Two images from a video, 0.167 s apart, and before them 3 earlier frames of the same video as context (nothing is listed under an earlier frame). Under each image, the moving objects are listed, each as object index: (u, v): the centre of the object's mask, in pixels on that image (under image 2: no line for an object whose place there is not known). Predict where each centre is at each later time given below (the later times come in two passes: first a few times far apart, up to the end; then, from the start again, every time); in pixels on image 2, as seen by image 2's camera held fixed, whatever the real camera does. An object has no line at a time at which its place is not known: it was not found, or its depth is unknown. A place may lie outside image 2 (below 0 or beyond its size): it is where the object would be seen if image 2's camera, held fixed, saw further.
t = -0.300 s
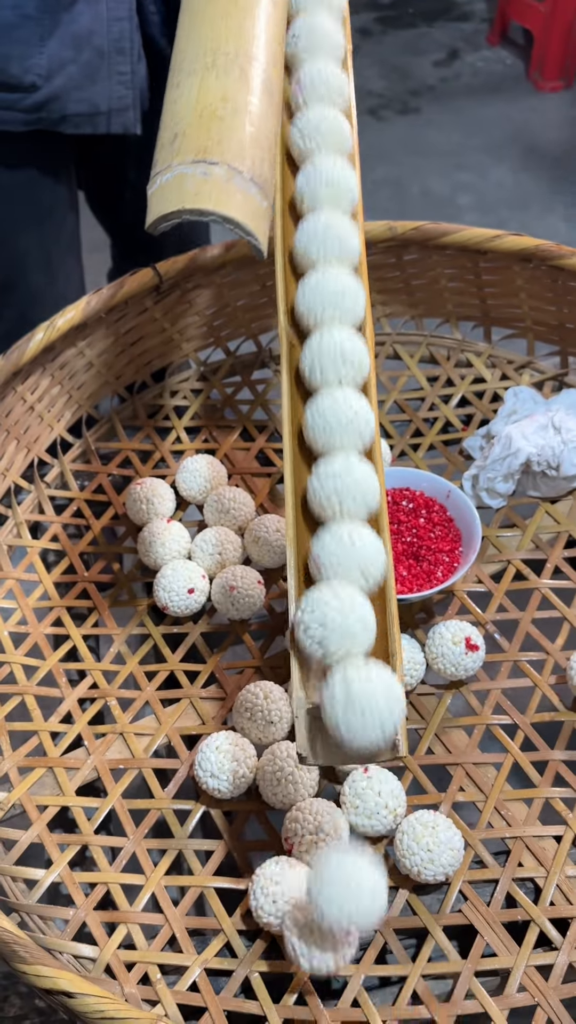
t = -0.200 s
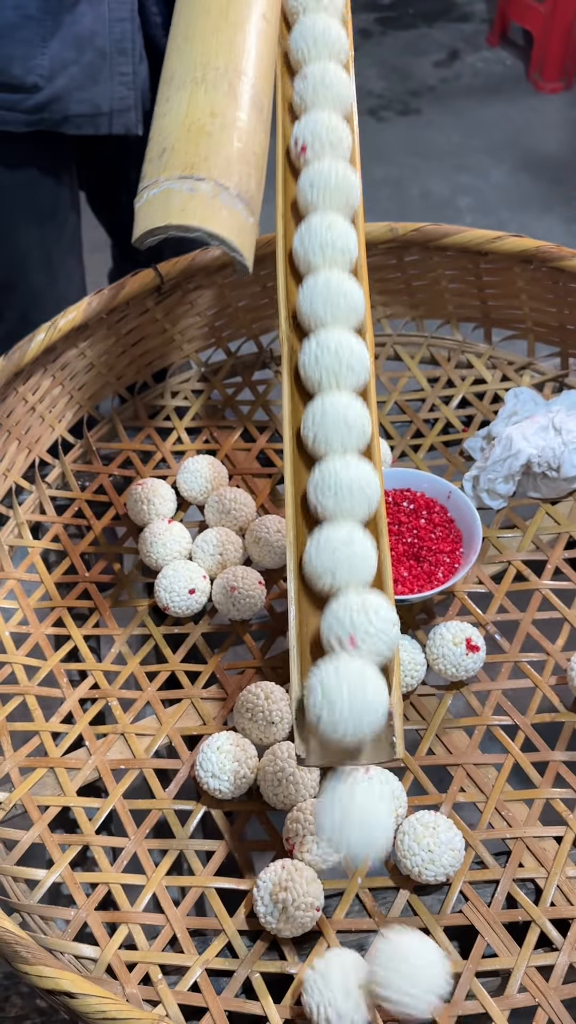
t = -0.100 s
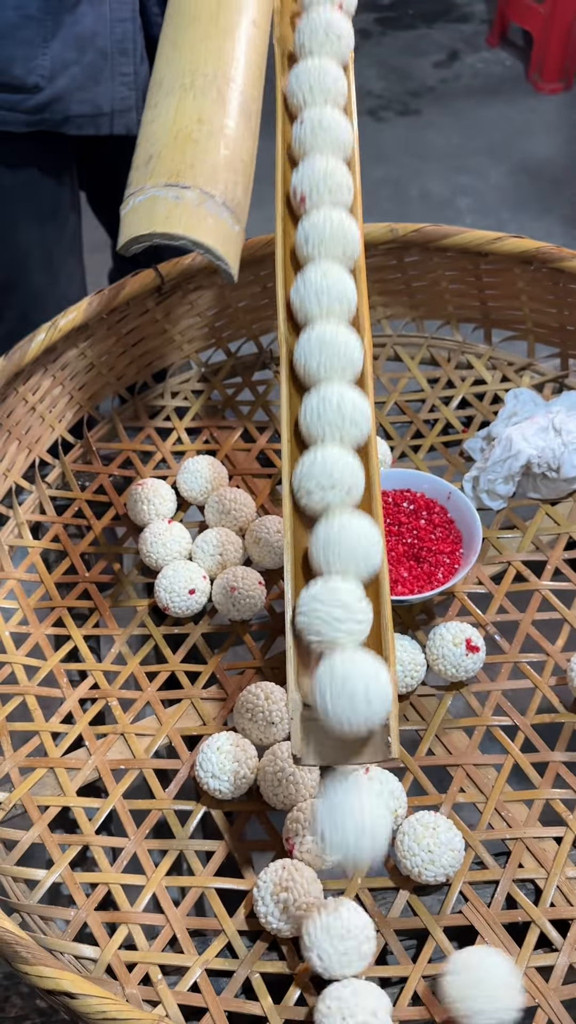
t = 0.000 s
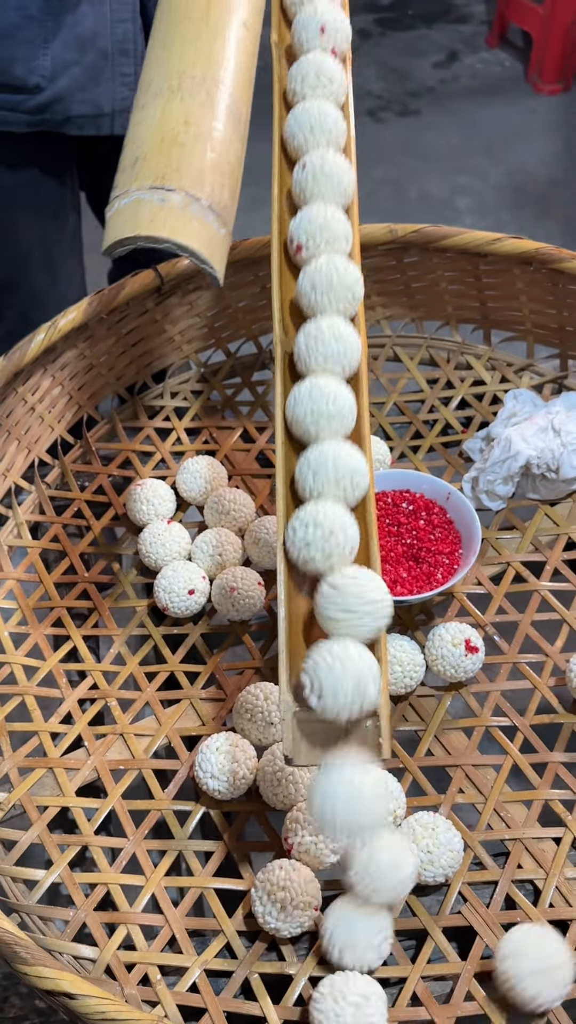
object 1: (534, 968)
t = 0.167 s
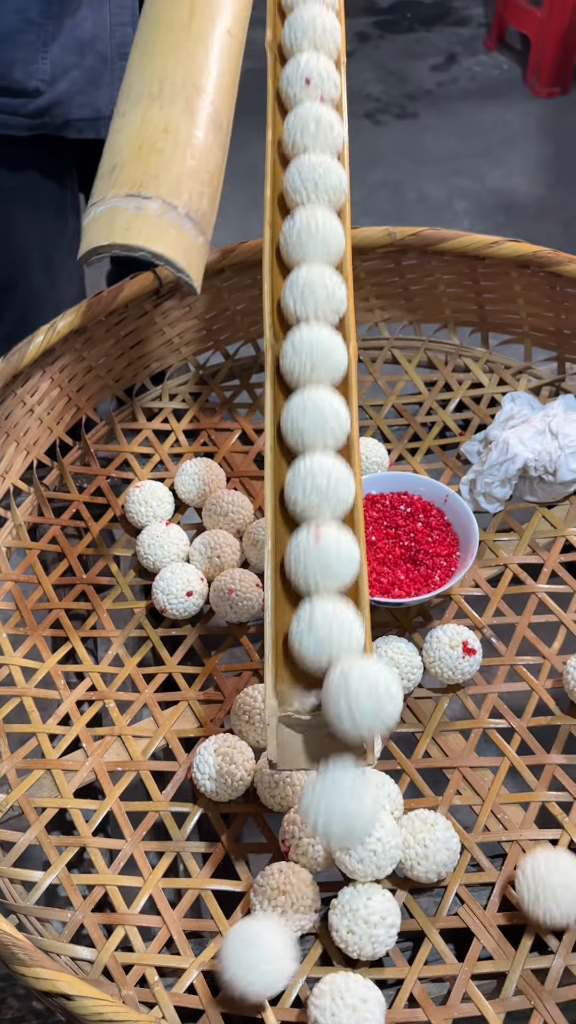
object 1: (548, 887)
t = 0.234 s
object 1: (544, 854)
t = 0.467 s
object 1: (486, 736)
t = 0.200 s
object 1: (547, 870)
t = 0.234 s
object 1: (544, 854)
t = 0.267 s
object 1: (538, 839)
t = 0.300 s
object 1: (529, 822)
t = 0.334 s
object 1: (520, 805)
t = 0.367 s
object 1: (512, 787)
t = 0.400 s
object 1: (502, 769)
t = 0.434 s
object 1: (494, 753)
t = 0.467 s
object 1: (486, 736)
